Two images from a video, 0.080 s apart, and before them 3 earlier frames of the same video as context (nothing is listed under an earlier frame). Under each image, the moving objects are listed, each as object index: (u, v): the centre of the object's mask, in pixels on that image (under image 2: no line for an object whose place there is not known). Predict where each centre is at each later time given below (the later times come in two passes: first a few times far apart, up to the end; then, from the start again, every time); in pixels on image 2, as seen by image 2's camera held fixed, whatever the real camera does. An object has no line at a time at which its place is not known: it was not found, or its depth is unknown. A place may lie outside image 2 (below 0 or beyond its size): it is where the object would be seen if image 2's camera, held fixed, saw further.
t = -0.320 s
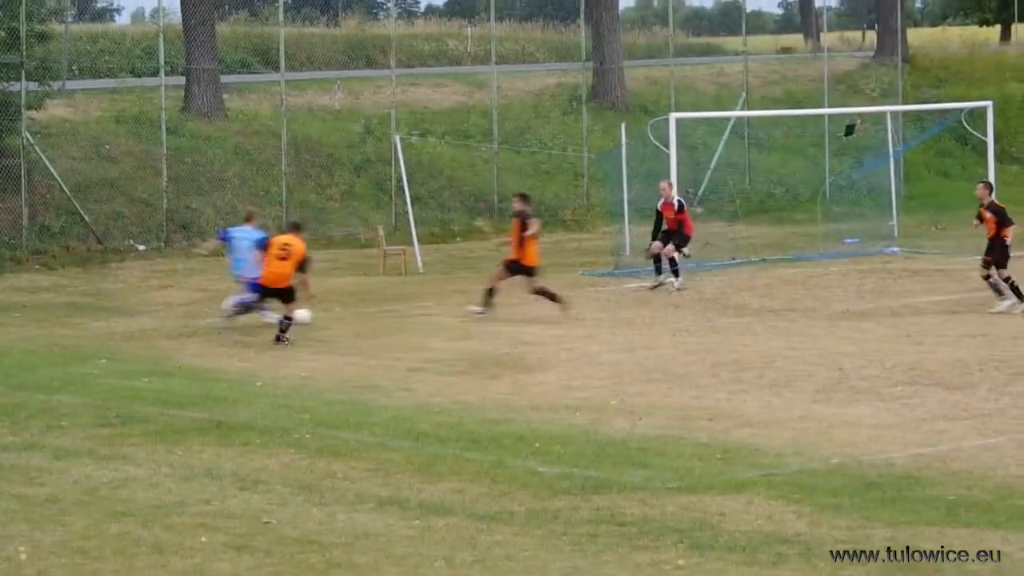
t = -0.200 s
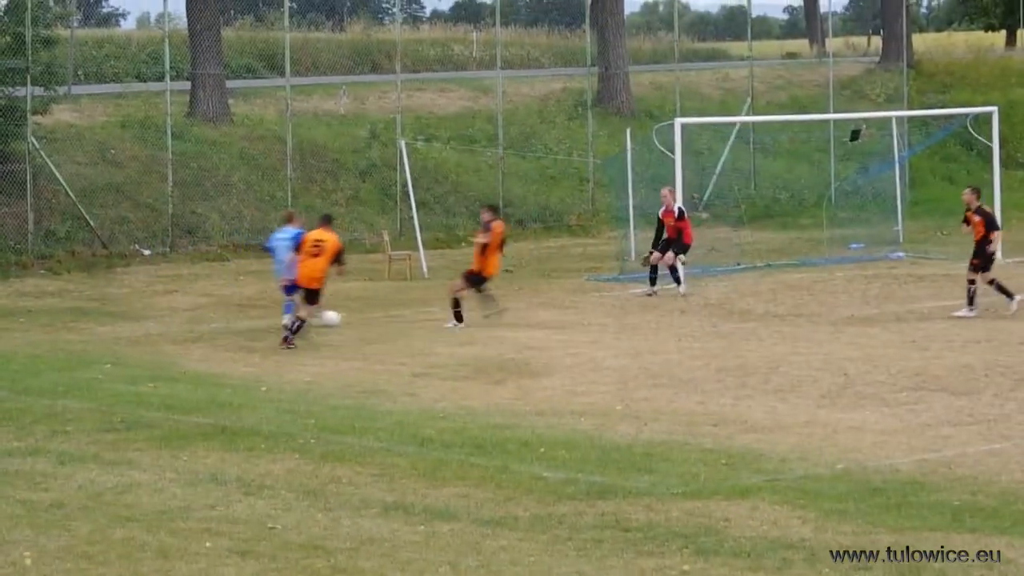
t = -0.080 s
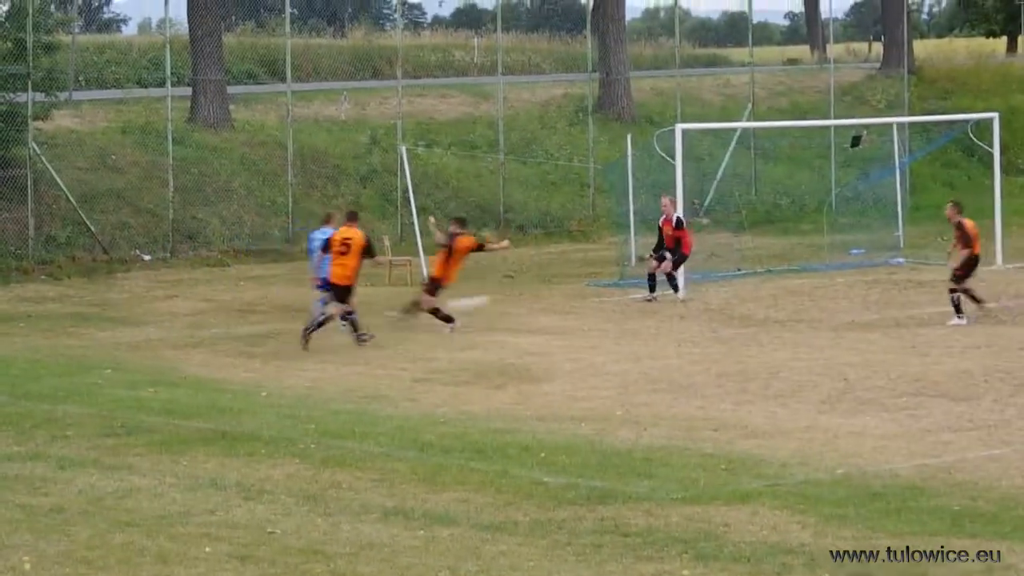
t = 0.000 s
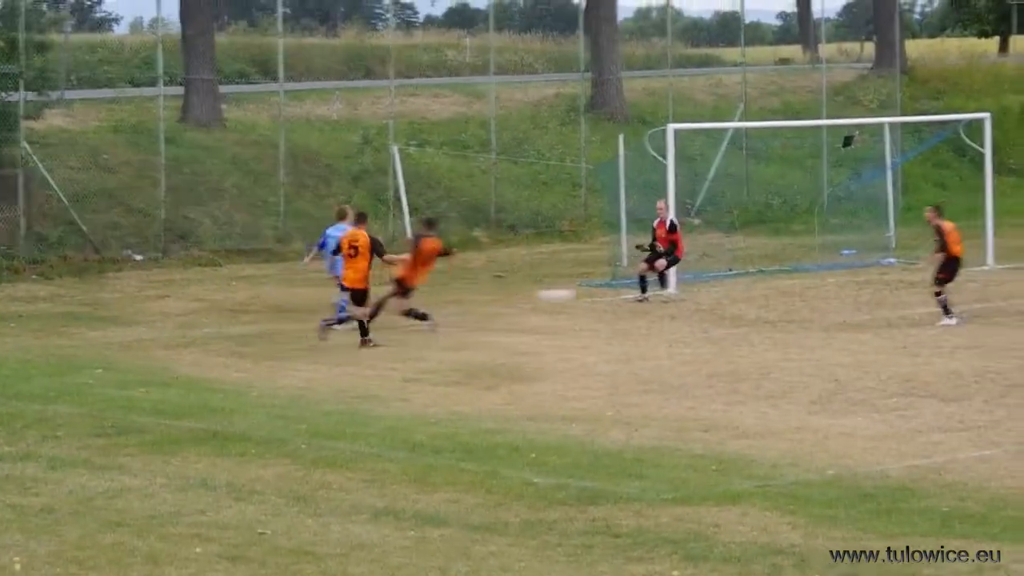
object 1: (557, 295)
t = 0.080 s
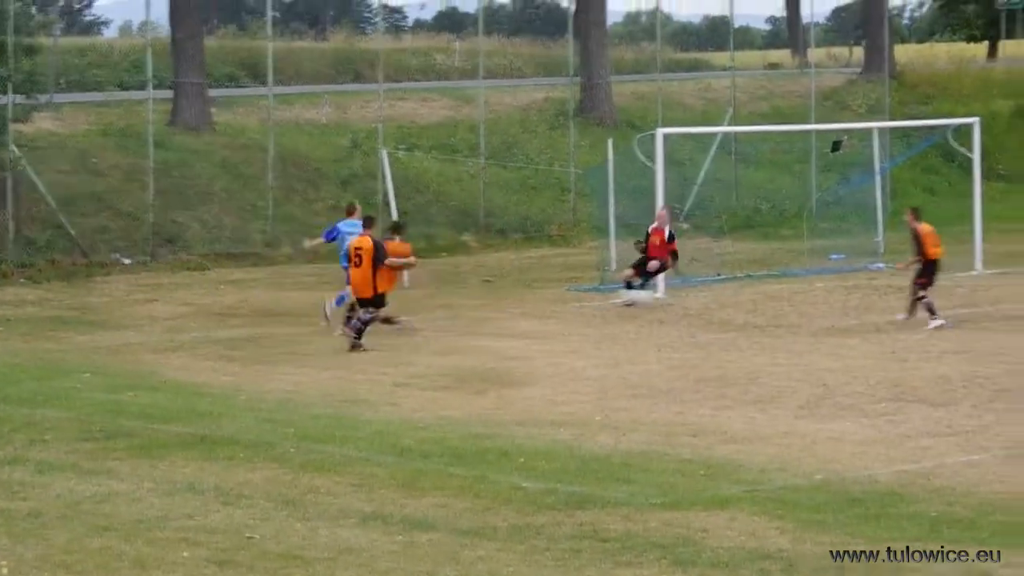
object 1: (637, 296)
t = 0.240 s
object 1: (805, 292)
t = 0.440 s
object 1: (983, 280)
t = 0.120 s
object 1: (682, 294)
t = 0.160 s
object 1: (724, 295)
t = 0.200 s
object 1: (768, 296)
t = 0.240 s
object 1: (805, 292)
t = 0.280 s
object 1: (843, 287)
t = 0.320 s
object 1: (876, 284)
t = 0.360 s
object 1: (914, 282)
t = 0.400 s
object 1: (949, 280)
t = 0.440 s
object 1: (983, 280)
